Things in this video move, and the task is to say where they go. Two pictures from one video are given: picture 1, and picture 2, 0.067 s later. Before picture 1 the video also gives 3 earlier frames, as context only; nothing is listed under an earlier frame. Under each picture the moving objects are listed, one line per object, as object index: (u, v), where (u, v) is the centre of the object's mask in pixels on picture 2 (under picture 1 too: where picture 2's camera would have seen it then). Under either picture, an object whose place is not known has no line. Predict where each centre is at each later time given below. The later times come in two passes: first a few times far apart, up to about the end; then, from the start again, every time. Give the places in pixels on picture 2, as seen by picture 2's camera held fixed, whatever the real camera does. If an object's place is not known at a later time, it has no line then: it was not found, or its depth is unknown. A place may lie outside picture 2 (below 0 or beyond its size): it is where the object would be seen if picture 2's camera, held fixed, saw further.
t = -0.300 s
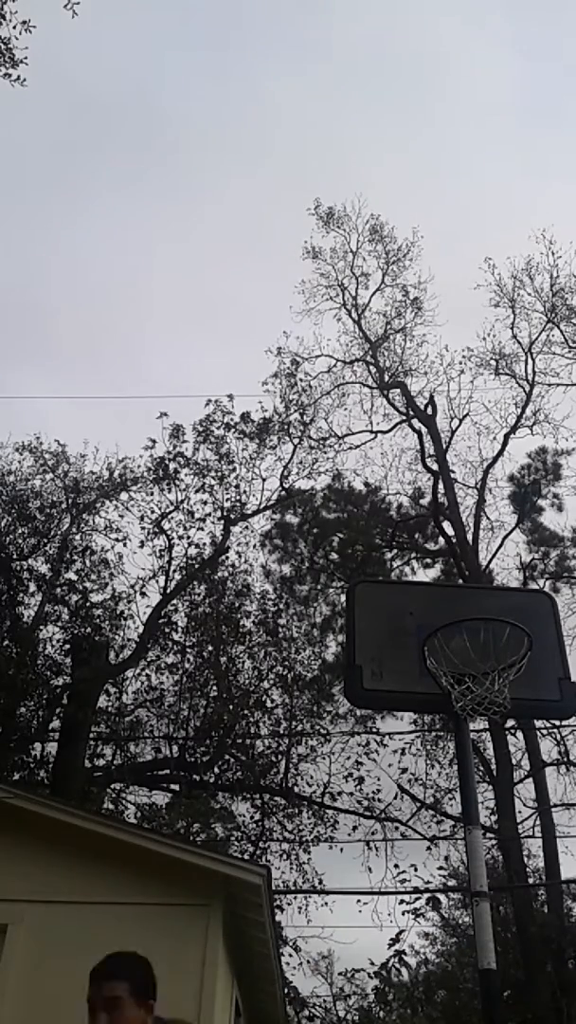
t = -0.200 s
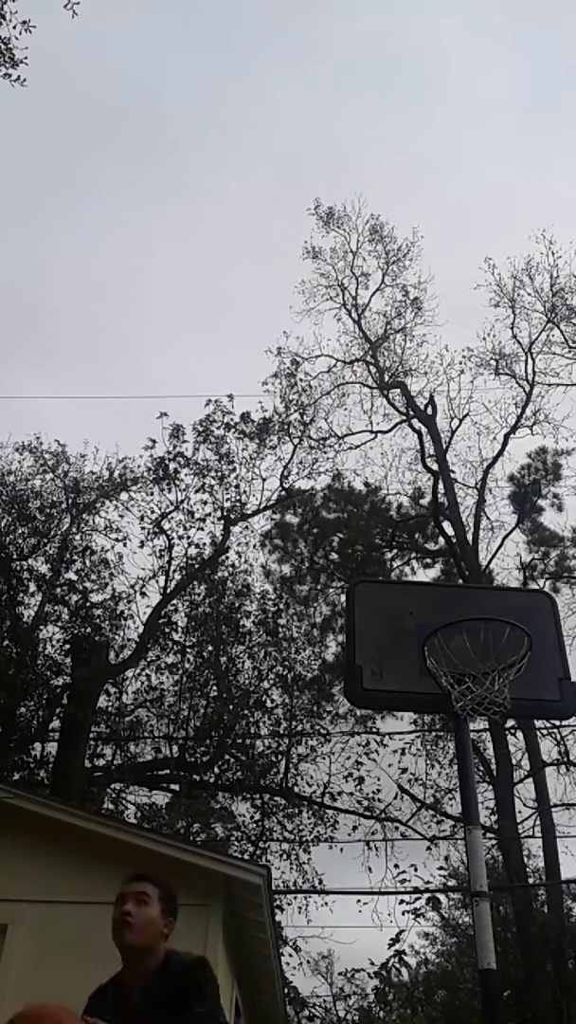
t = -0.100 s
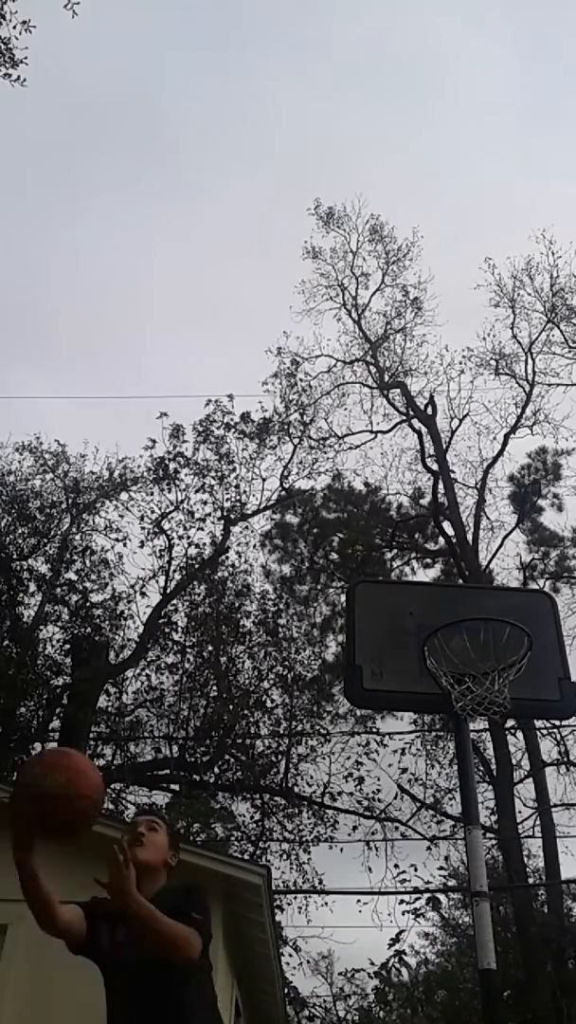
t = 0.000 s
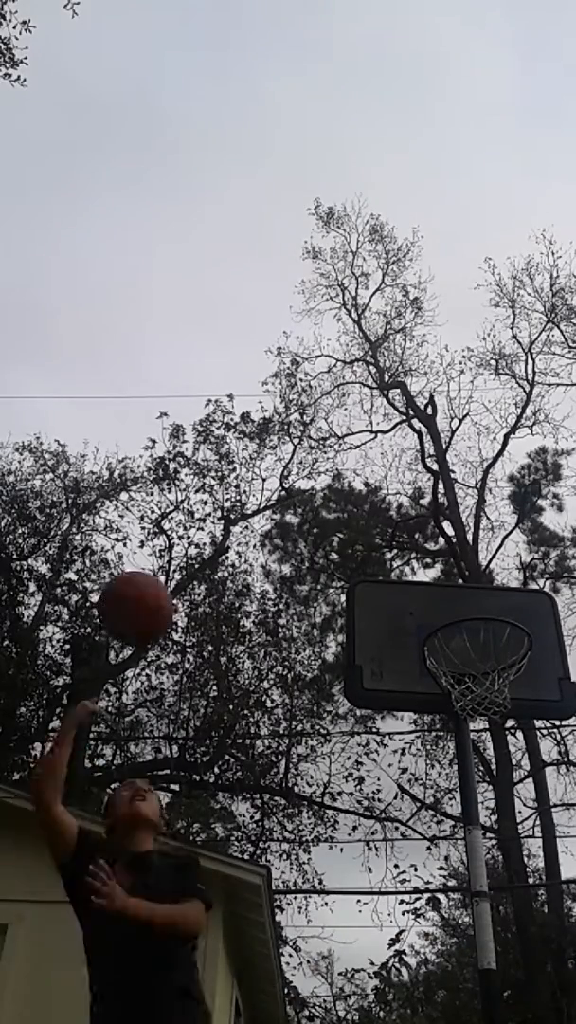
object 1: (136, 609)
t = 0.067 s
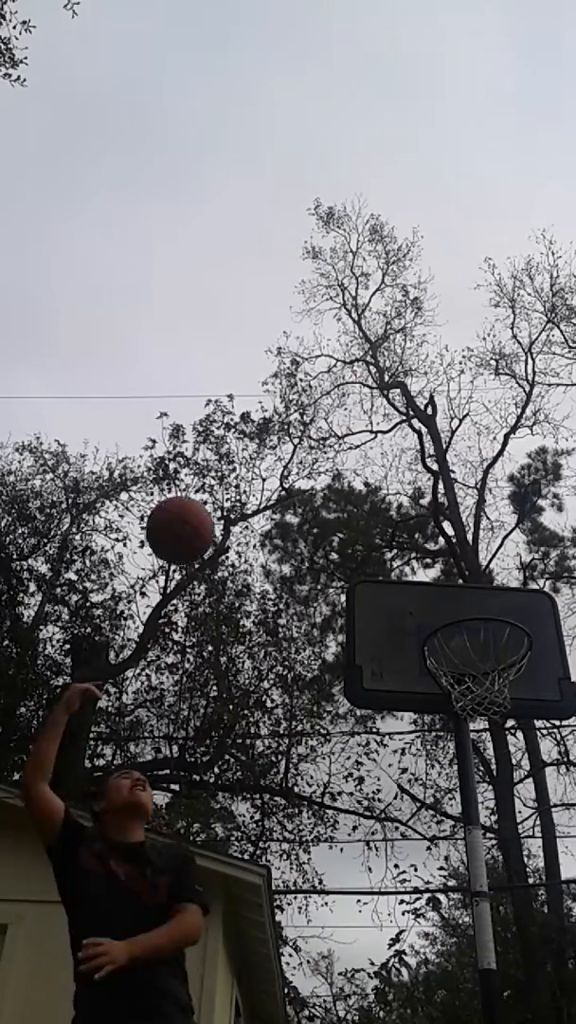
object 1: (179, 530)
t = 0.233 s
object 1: (261, 417)
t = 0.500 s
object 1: (348, 368)
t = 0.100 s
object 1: (198, 500)
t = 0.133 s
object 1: (216, 473)
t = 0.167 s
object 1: (233, 452)
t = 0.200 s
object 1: (247, 433)
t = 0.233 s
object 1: (261, 417)
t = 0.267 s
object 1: (274, 404)
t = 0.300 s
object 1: (286, 393)
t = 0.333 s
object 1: (298, 384)
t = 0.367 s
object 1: (309, 377)
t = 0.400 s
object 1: (319, 372)
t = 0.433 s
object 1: (329, 369)
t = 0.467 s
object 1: (339, 368)
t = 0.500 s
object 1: (348, 368)
